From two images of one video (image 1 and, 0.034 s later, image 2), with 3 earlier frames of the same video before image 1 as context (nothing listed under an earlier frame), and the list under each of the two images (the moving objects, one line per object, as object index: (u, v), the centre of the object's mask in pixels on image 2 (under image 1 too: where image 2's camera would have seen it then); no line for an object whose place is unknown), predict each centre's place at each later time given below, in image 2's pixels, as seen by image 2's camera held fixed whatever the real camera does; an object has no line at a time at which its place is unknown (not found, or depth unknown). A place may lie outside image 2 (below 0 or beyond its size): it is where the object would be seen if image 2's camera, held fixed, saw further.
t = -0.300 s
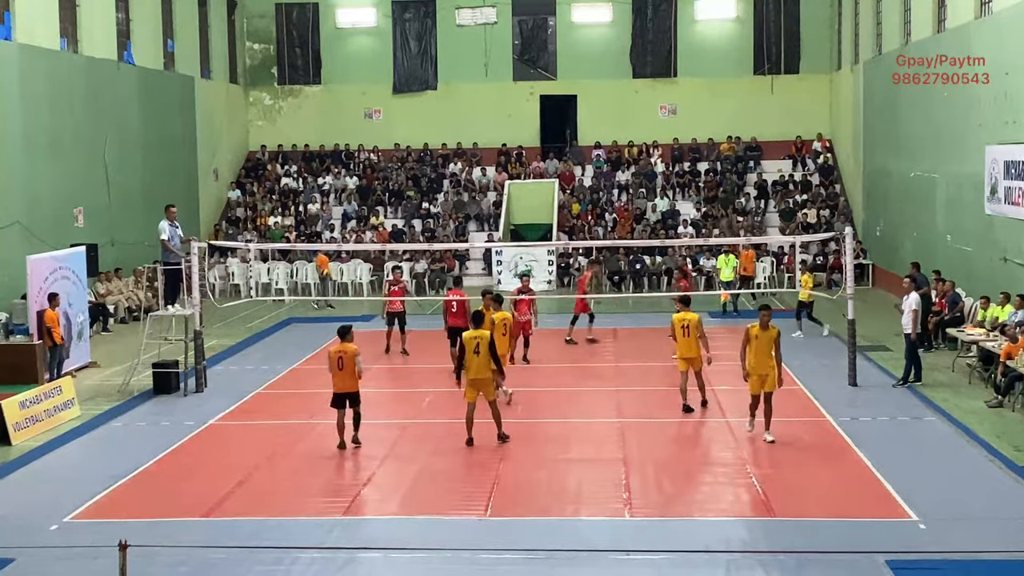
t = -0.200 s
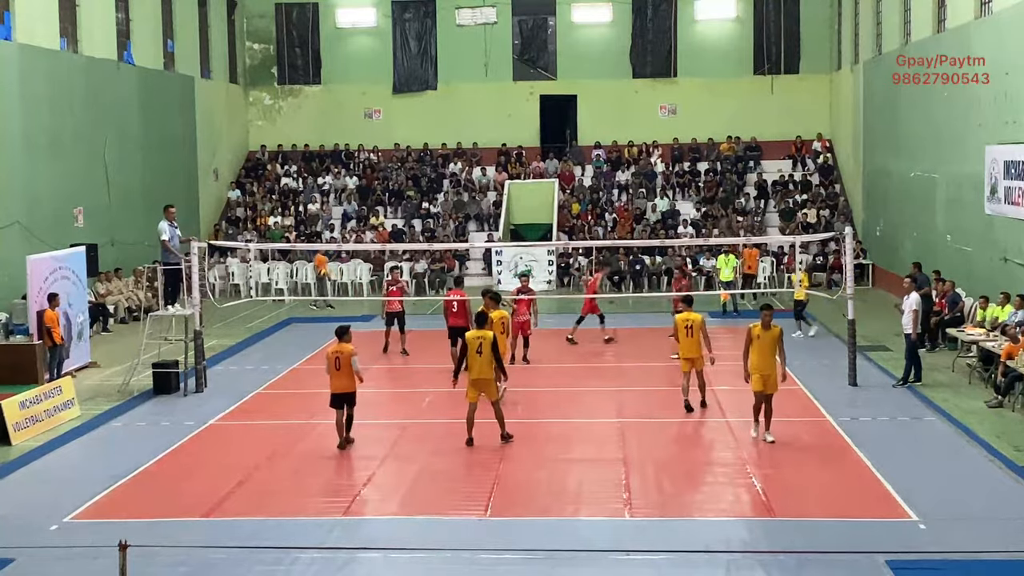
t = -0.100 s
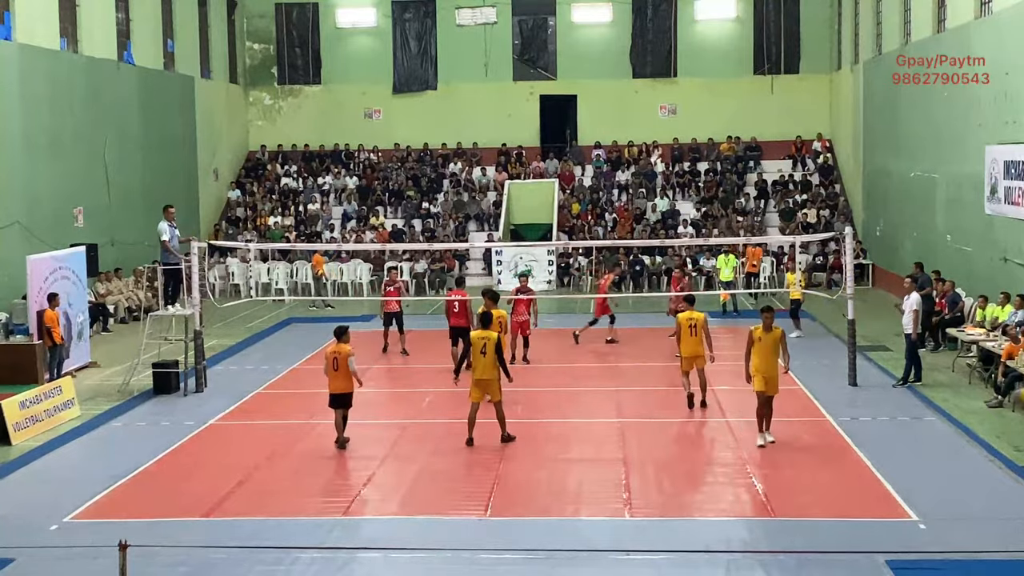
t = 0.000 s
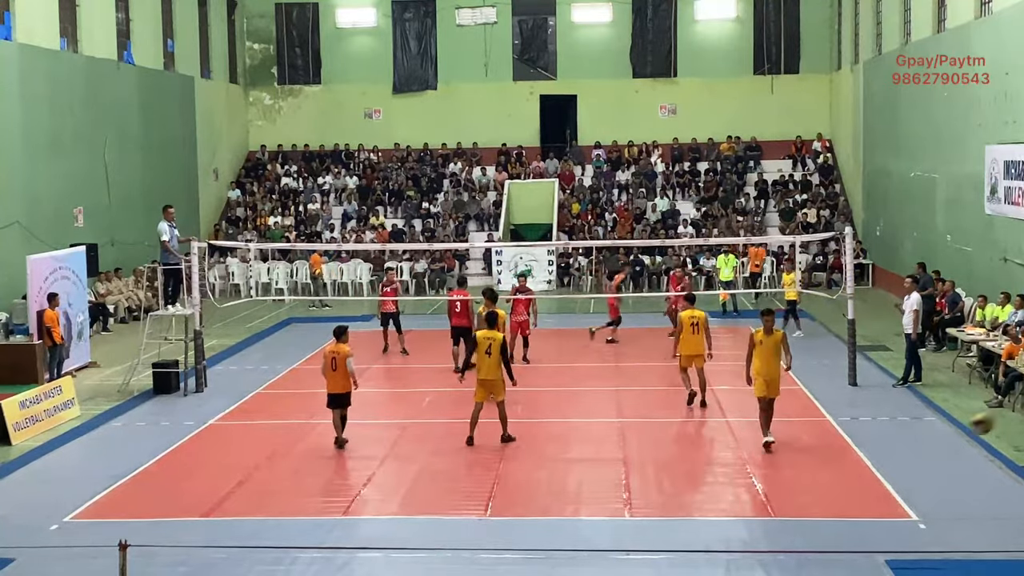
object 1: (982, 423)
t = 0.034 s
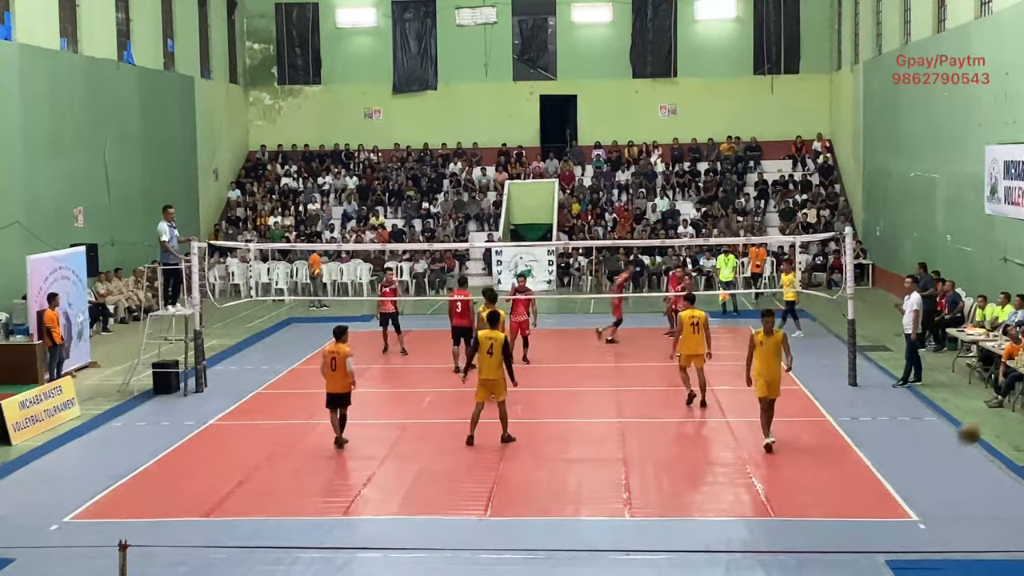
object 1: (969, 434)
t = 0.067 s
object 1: (956, 445)
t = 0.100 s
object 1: (943, 456)
